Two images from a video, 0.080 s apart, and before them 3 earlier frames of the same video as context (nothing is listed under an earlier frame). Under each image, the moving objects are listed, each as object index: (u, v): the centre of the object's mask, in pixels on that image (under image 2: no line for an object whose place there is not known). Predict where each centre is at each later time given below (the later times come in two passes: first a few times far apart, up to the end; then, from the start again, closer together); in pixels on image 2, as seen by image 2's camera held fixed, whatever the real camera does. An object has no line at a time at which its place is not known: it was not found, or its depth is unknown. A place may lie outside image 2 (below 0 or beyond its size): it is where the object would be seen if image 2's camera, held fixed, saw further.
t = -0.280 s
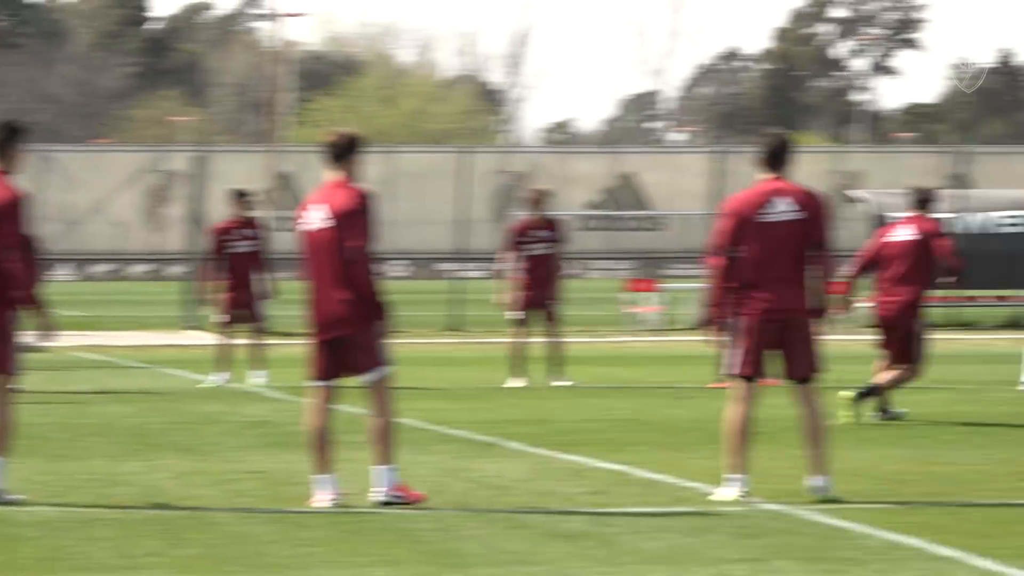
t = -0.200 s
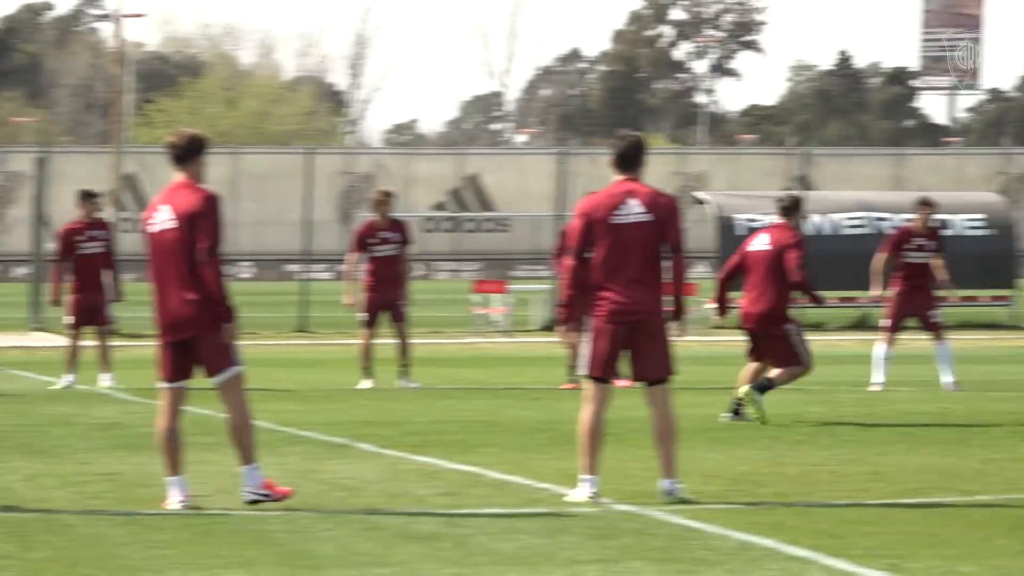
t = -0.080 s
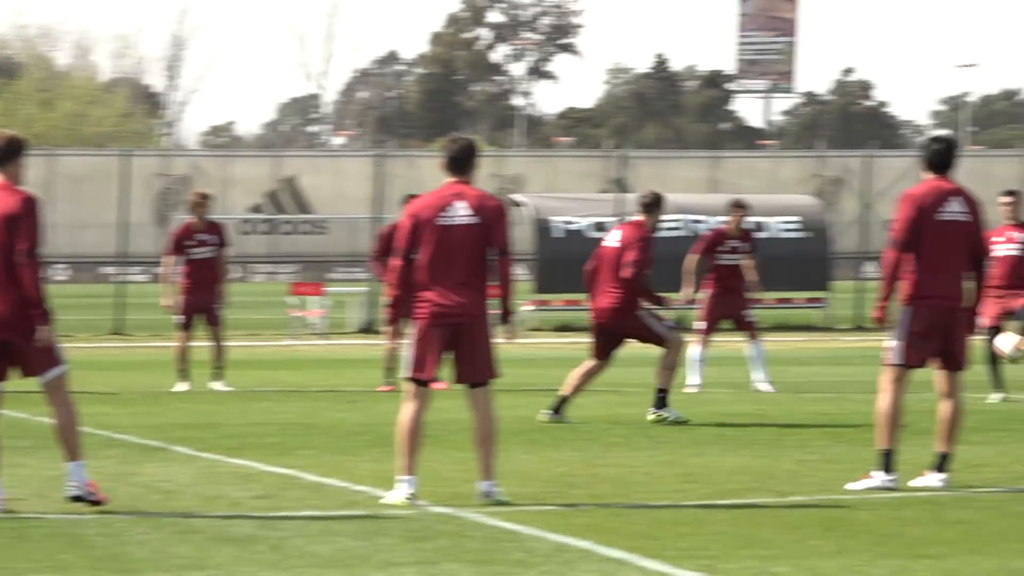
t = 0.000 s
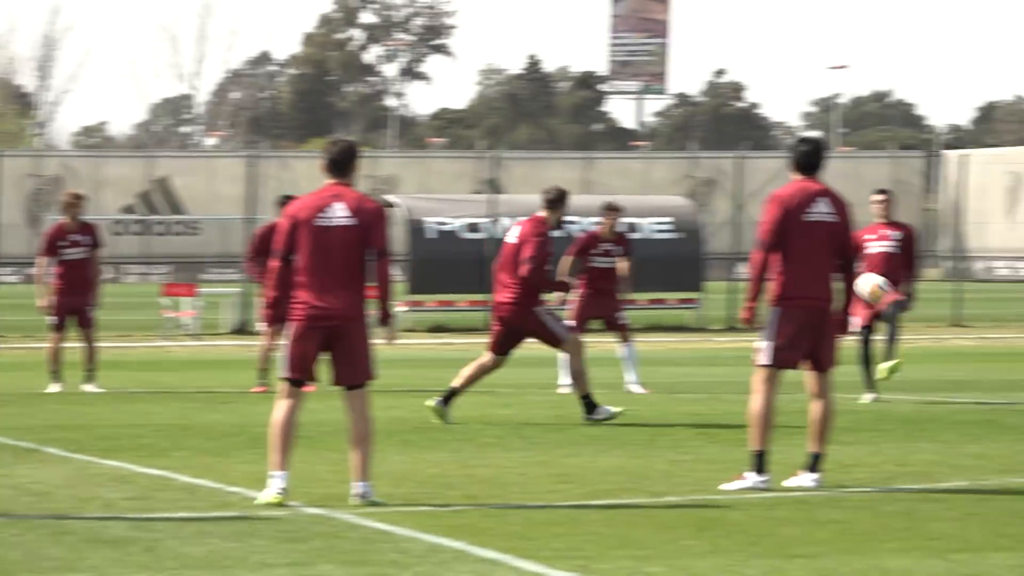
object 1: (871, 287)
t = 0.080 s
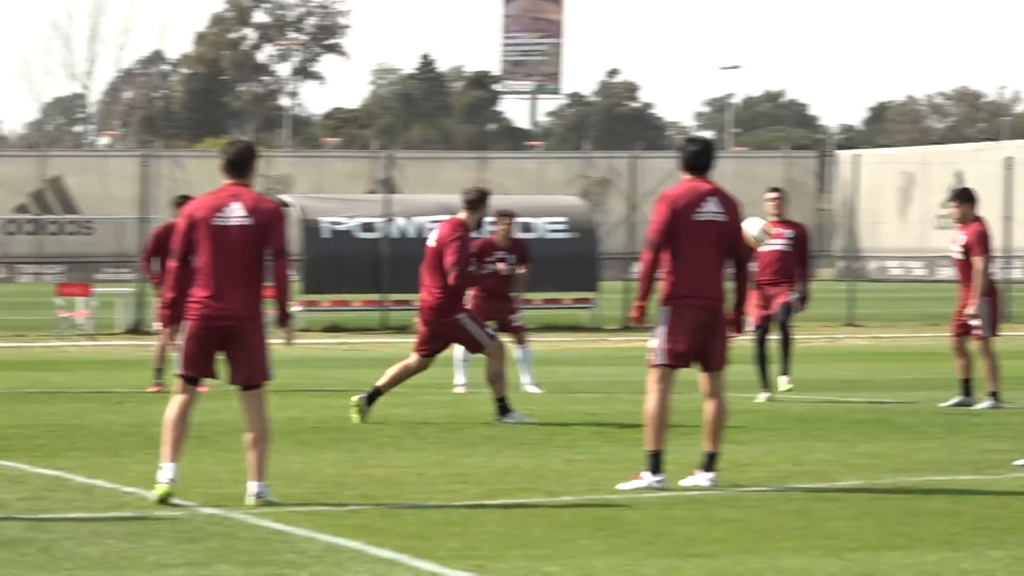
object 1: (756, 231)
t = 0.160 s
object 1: (749, 181)
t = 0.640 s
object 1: (727, 11)
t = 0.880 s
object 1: (736, 31)
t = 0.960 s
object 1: (740, 60)
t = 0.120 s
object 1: (751, 206)
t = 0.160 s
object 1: (749, 181)
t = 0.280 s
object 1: (740, 116)
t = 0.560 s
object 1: (729, 22)
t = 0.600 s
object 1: (729, 16)
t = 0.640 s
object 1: (727, 11)
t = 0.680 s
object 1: (728, 10)
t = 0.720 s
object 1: (729, 10)
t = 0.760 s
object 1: (730, 11)
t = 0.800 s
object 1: (731, 14)
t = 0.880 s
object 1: (736, 31)
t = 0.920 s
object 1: (738, 45)
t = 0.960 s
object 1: (740, 60)
